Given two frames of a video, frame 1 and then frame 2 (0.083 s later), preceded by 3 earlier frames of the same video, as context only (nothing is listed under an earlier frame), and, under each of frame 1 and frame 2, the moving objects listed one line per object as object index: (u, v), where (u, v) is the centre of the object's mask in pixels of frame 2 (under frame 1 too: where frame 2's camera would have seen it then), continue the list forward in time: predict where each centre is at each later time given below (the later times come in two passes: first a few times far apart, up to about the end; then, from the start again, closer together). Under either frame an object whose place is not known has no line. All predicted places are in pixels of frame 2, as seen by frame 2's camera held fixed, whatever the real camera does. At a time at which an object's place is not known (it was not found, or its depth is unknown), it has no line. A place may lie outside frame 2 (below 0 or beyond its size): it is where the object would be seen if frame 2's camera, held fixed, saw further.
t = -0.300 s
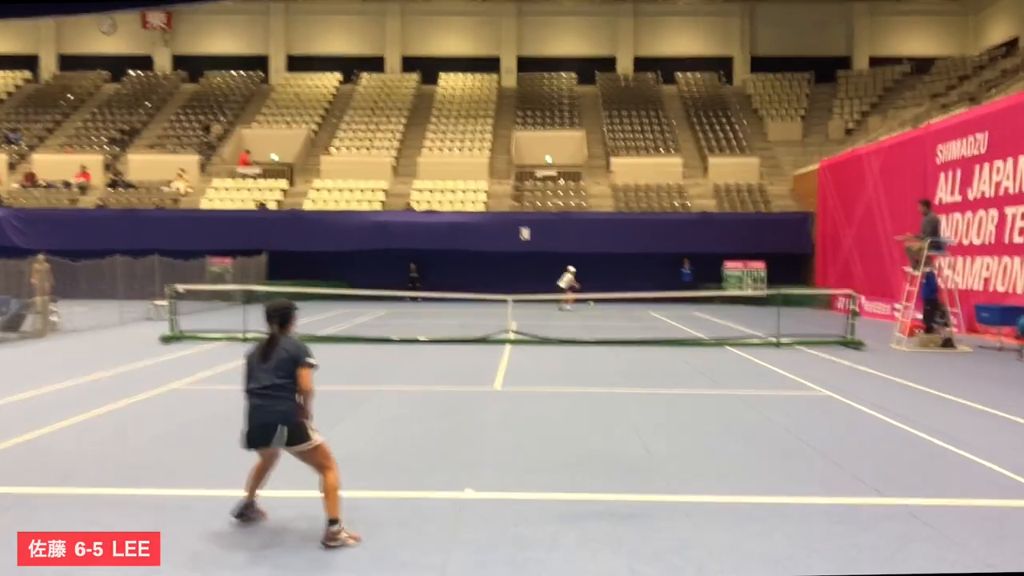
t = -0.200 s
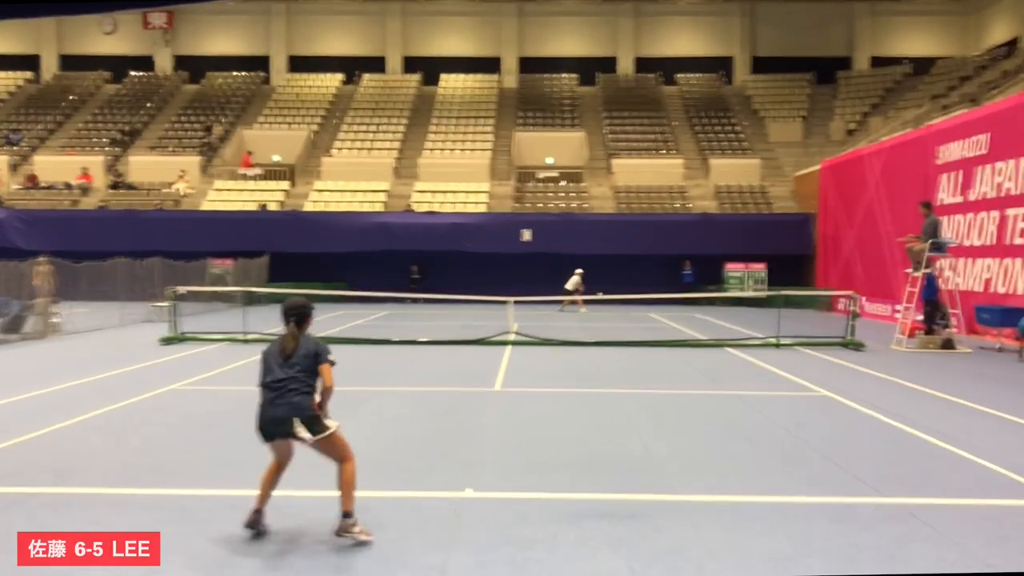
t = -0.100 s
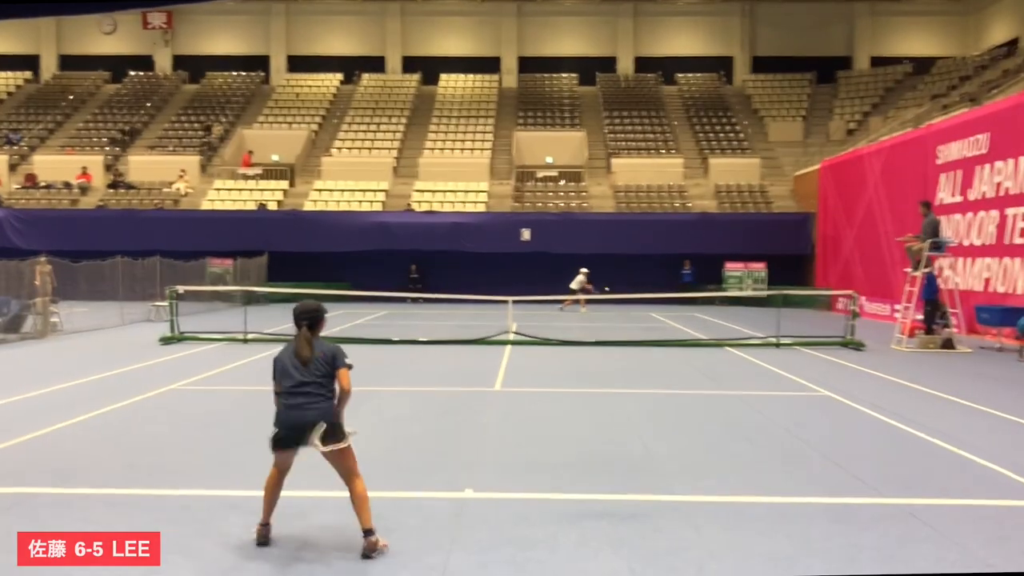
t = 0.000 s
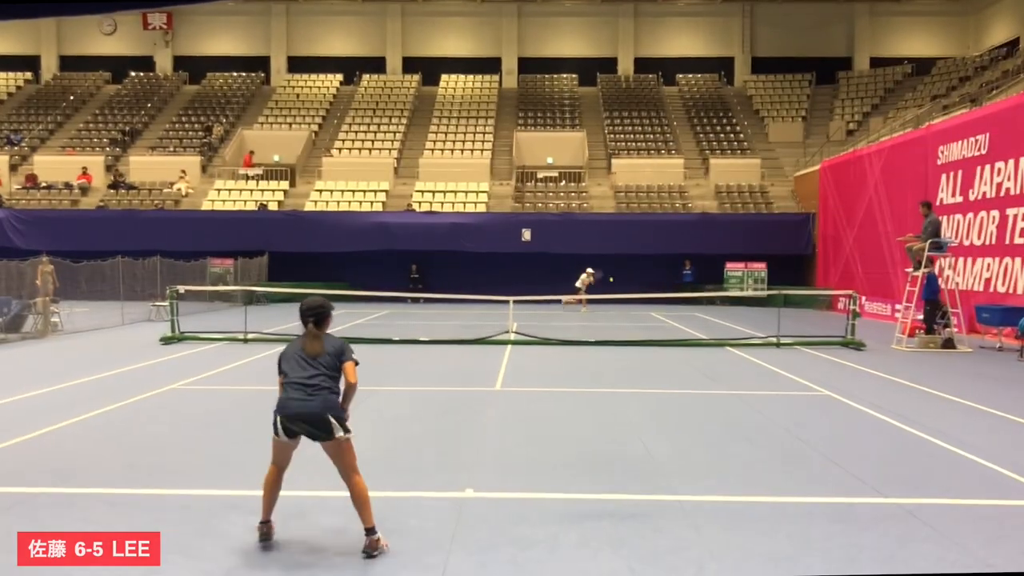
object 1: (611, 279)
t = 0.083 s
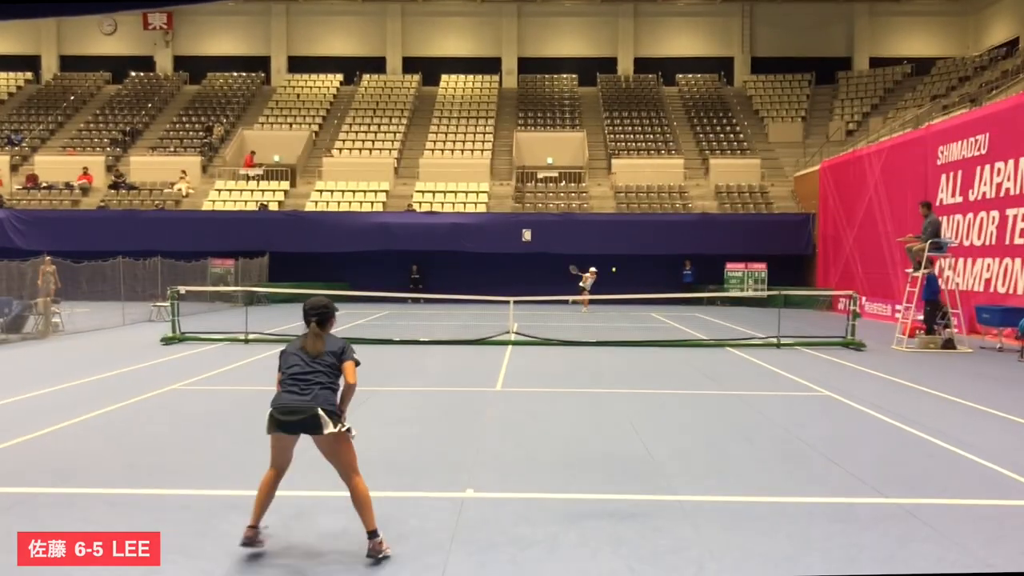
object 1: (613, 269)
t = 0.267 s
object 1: (619, 253)
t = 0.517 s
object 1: (636, 255)
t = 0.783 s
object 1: (670, 320)
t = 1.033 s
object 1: (747, 467)
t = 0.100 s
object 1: (614, 268)
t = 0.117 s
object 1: (614, 266)
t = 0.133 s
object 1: (615, 264)
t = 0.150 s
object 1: (616, 263)
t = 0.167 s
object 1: (616, 261)
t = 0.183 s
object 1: (616, 259)
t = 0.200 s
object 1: (617, 258)
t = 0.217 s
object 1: (618, 256)
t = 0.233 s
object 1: (619, 255)
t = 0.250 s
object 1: (620, 254)
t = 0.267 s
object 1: (619, 253)
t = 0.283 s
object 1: (620, 252)
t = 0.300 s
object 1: (621, 251)
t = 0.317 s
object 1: (622, 251)
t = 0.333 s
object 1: (623, 250)
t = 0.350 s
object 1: (624, 250)
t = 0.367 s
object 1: (625, 249)
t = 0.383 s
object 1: (626, 249)
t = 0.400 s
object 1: (627, 250)
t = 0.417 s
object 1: (628, 250)
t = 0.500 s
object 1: (634, 253)
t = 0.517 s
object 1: (636, 255)
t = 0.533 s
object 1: (637, 256)
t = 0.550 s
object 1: (638, 258)
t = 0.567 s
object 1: (640, 260)
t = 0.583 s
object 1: (642, 262)
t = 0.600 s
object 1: (643, 265)
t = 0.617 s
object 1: (645, 268)
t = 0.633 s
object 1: (647, 271)
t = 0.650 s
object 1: (649, 275)
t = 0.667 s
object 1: (651, 279)
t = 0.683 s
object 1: (654, 283)
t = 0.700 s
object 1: (656, 288)
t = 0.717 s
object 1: (659, 292)
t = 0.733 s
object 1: (660, 299)
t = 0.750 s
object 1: (663, 304)
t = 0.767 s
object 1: (667, 311)
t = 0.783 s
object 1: (670, 320)
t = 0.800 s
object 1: (673, 326)
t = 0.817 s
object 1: (677, 337)
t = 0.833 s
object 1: (681, 345)
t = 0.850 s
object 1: (685, 356)
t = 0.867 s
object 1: (689, 366)
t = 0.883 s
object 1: (694, 378)
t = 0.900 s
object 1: (699, 392)
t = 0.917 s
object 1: (705, 407)
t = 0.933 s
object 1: (710, 424)
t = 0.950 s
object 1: (716, 442)
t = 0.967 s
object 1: (723, 457)
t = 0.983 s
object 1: (730, 477)
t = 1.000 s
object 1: (734, 474)
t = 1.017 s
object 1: (741, 470)
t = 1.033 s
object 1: (747, 467)
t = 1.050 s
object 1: (754, 464)
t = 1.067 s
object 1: (761, 462)
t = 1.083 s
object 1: (768, 458)
